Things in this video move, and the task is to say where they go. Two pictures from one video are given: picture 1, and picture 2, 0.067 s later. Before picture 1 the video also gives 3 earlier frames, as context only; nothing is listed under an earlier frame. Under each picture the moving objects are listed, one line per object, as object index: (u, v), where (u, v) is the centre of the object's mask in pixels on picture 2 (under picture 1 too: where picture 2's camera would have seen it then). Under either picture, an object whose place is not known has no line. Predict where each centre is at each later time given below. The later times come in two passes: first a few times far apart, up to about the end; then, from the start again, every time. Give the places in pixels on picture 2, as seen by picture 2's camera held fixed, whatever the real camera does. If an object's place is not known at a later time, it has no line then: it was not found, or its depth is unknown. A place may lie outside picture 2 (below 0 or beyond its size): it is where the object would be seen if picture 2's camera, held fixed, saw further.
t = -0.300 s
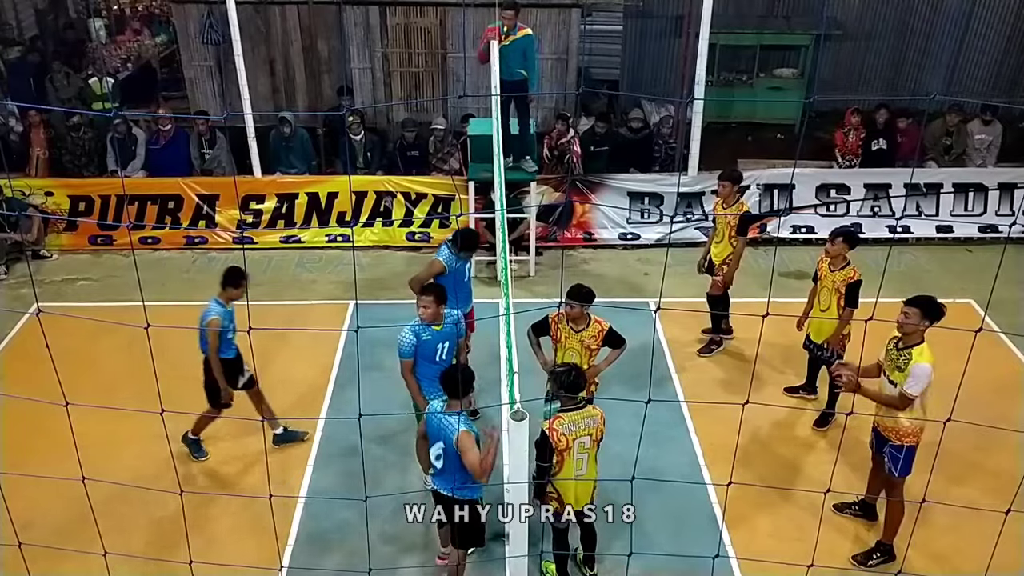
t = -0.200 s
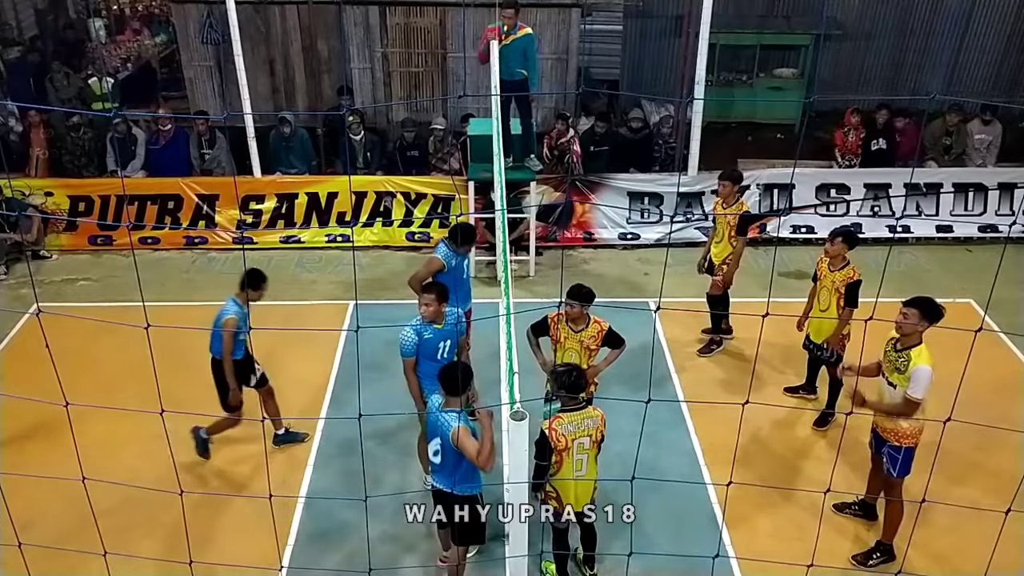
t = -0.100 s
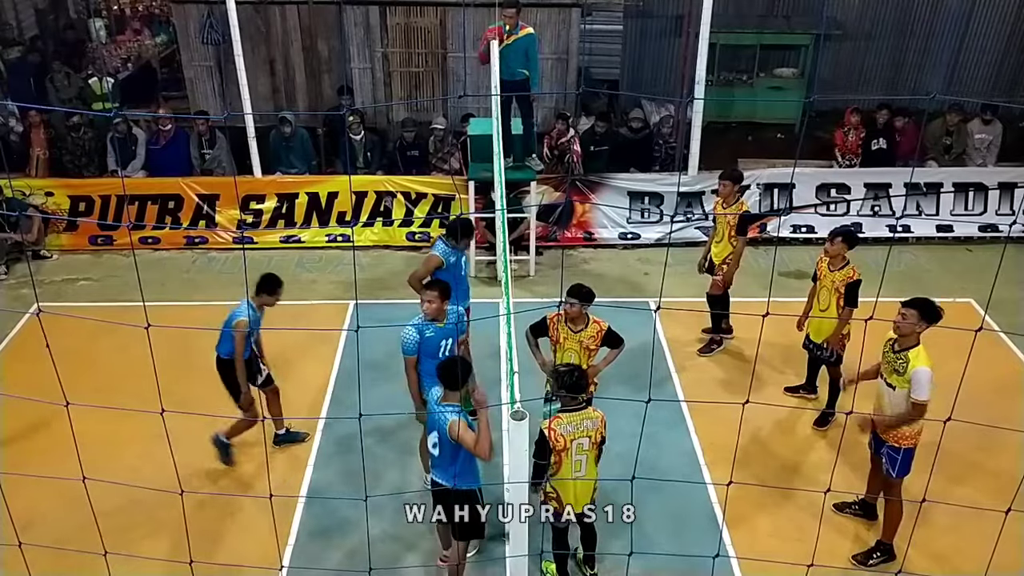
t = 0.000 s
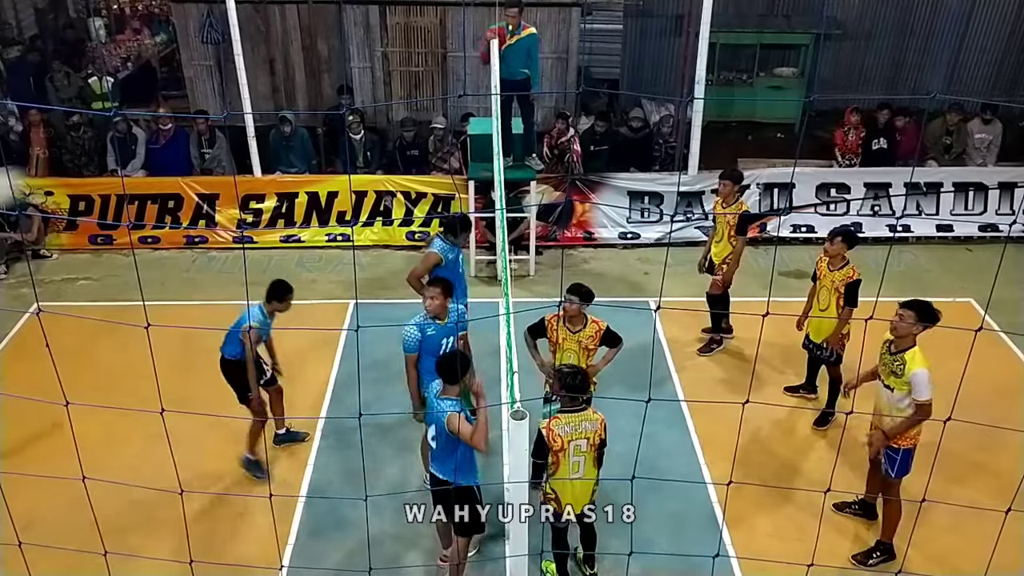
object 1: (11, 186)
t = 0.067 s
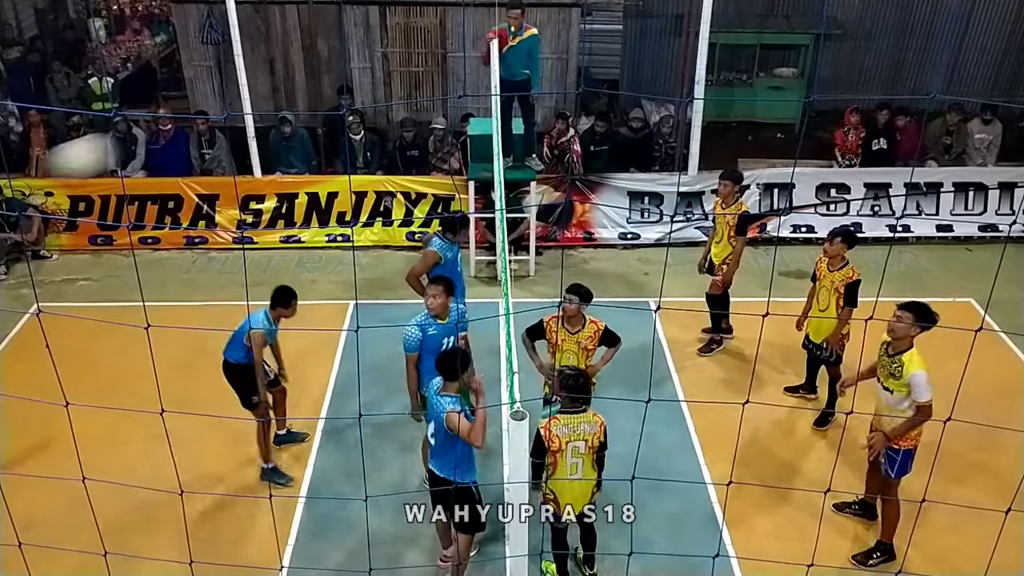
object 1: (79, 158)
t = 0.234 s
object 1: (310, 106)
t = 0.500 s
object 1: (638, 137)
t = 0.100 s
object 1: (125, 144)
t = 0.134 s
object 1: (172, 131)
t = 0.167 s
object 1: (214, 121)
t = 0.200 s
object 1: (264, 113)
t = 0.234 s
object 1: (310, 106)
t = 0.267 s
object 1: (353, 105)
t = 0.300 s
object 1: (395, 104)
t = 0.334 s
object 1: (439, 104)
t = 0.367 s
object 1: (480, 107)
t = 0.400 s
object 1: (528, 112)
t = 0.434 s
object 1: (564, 118)
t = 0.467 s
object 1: (604, 127)
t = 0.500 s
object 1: (638, 137)
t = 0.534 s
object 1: (670, 147)
